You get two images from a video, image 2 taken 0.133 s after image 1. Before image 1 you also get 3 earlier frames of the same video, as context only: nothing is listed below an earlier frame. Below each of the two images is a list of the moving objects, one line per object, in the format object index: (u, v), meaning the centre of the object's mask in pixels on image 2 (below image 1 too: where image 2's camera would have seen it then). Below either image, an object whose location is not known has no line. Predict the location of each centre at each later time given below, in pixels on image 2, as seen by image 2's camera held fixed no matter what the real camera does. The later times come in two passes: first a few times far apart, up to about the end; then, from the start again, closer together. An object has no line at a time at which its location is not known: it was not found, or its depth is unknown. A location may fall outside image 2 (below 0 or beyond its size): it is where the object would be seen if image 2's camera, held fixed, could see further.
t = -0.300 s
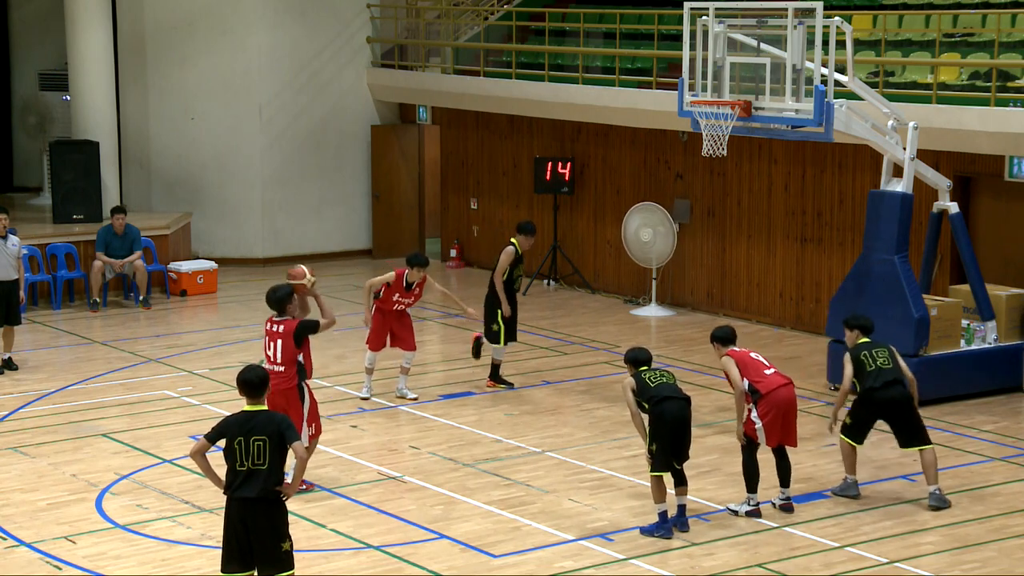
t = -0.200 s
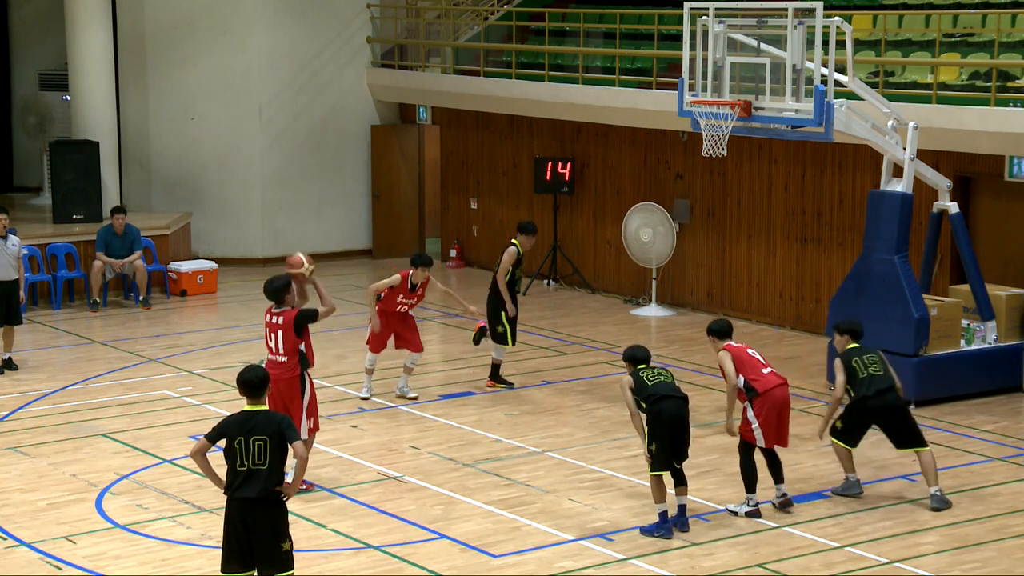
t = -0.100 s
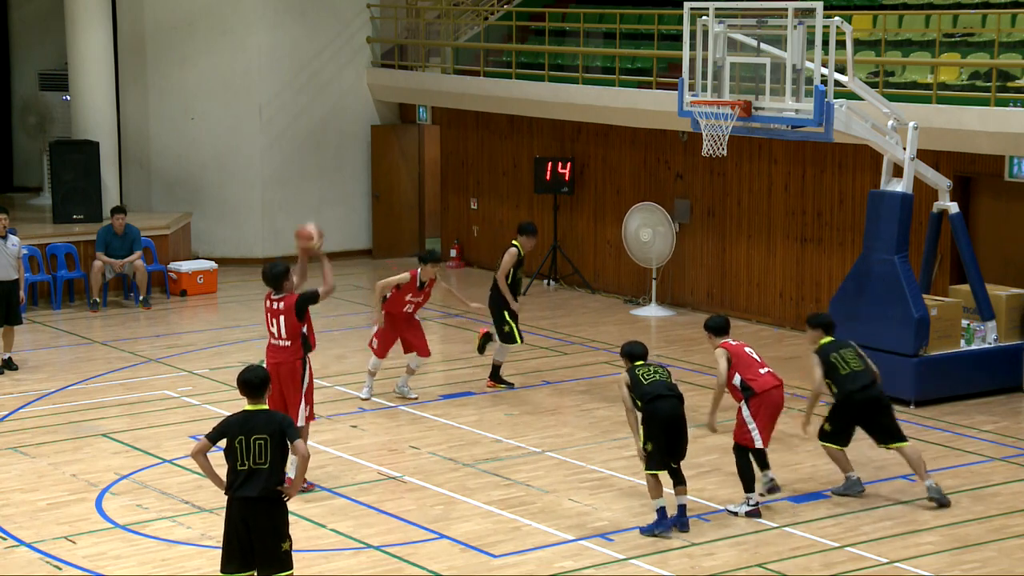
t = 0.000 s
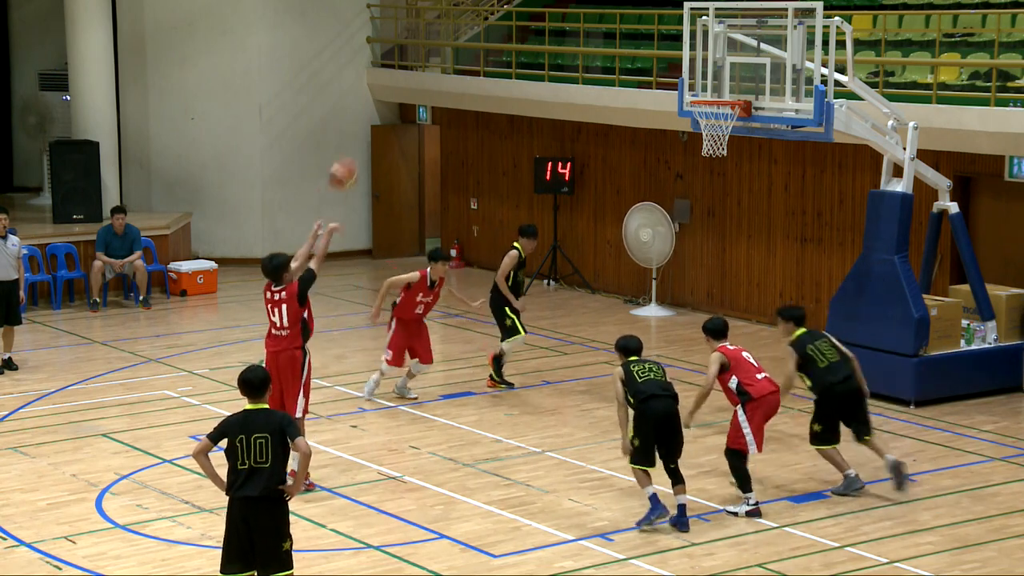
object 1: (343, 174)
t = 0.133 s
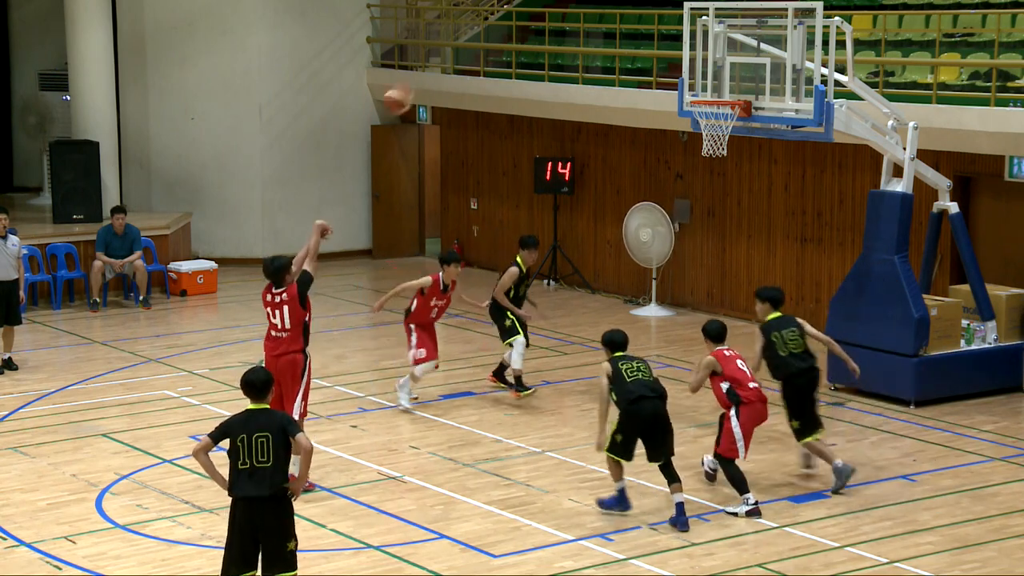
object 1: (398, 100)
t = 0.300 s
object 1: (464, 35)
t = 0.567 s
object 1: (567, 6)
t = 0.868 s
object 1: (671, 55)
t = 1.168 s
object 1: (707, 105)
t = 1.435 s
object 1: (723, 150)
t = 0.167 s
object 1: (412, 83)
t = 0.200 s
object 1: (425, 69)
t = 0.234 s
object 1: (438, 55)
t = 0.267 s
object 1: (451, 45)
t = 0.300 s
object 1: (464, 35)
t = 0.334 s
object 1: (477, 26)
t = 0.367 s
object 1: (491, 18)
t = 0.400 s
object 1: (503, 13)
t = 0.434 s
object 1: (516, 10)
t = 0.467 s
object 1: (529, 8)
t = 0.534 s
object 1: (554, 6)
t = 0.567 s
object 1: (567, 6)
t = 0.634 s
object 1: (592, 8)
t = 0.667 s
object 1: (603, 10)
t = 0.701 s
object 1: (615, 13)
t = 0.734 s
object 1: (627, 19)
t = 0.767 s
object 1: (639, 27)
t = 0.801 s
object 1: (650, 35)
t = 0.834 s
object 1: (660, 44)
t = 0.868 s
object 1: (671, 55)
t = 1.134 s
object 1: (715, 103)
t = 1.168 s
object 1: (707, 105)
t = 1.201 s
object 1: (703, 109)
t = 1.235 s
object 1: (706, 115)
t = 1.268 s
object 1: (710, 118)
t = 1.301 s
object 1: (714, 127)
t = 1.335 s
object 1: (719, 132)
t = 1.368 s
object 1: (721, 139)
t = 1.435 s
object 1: (723, 150)
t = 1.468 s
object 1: (725, 157)
